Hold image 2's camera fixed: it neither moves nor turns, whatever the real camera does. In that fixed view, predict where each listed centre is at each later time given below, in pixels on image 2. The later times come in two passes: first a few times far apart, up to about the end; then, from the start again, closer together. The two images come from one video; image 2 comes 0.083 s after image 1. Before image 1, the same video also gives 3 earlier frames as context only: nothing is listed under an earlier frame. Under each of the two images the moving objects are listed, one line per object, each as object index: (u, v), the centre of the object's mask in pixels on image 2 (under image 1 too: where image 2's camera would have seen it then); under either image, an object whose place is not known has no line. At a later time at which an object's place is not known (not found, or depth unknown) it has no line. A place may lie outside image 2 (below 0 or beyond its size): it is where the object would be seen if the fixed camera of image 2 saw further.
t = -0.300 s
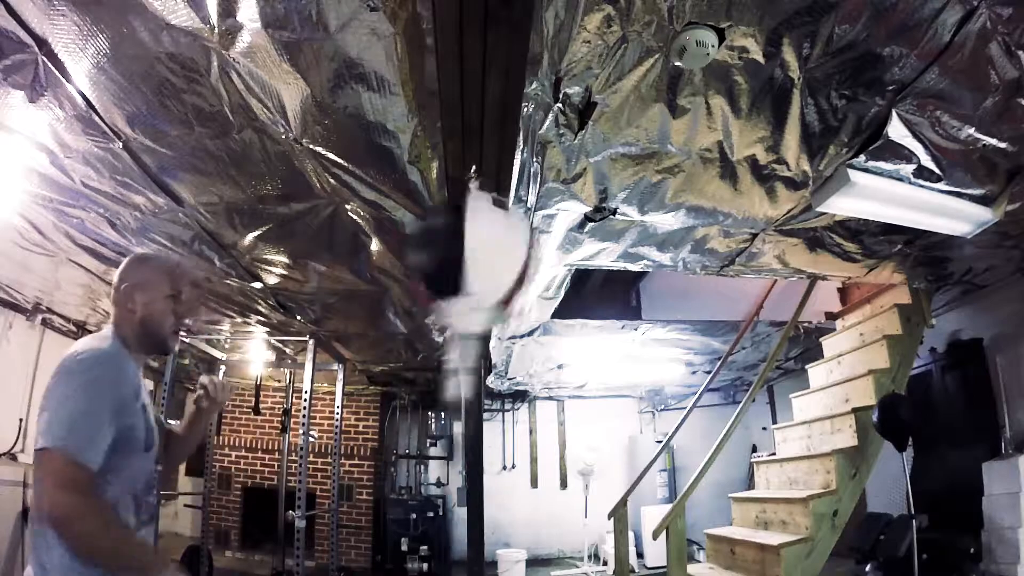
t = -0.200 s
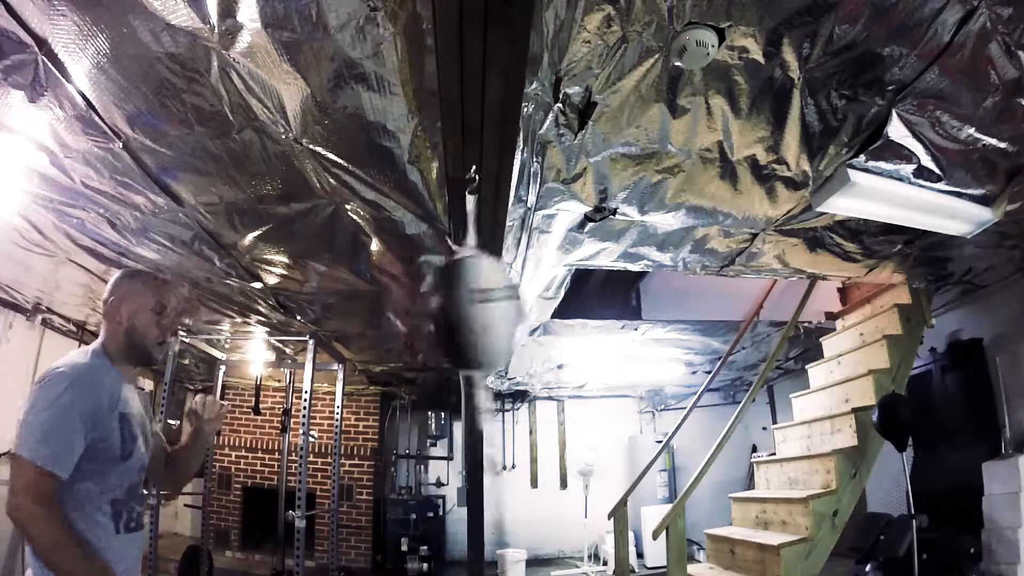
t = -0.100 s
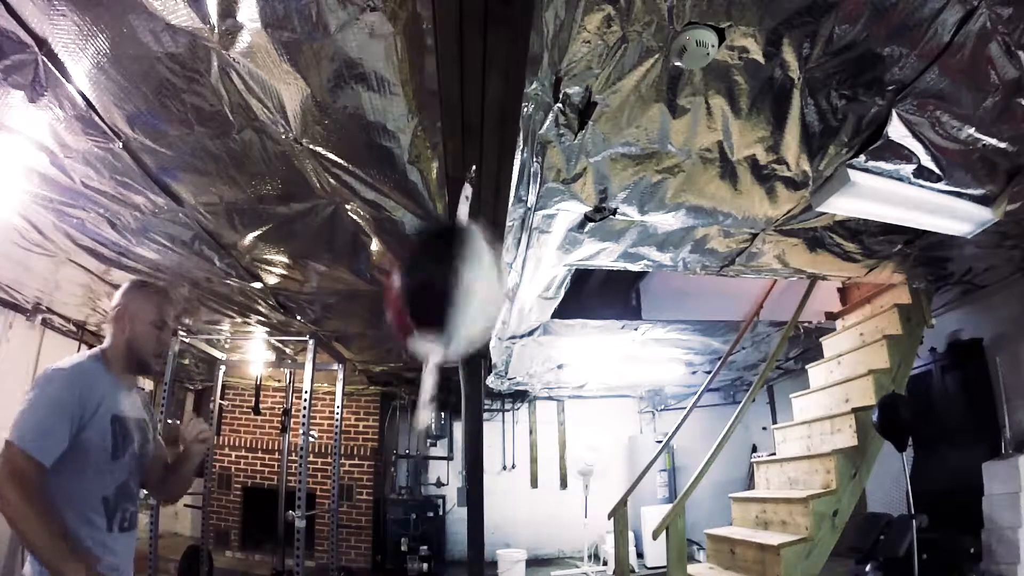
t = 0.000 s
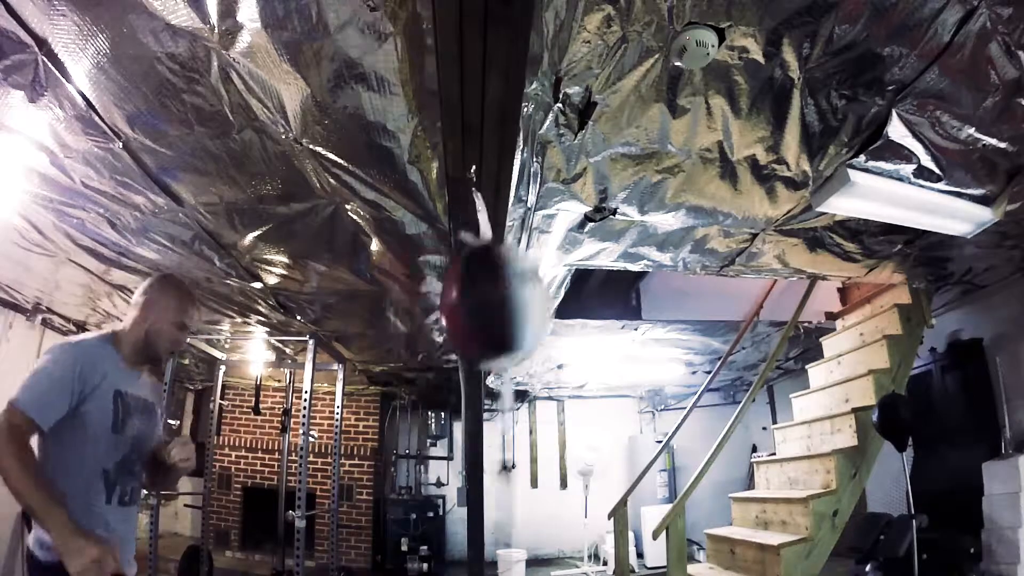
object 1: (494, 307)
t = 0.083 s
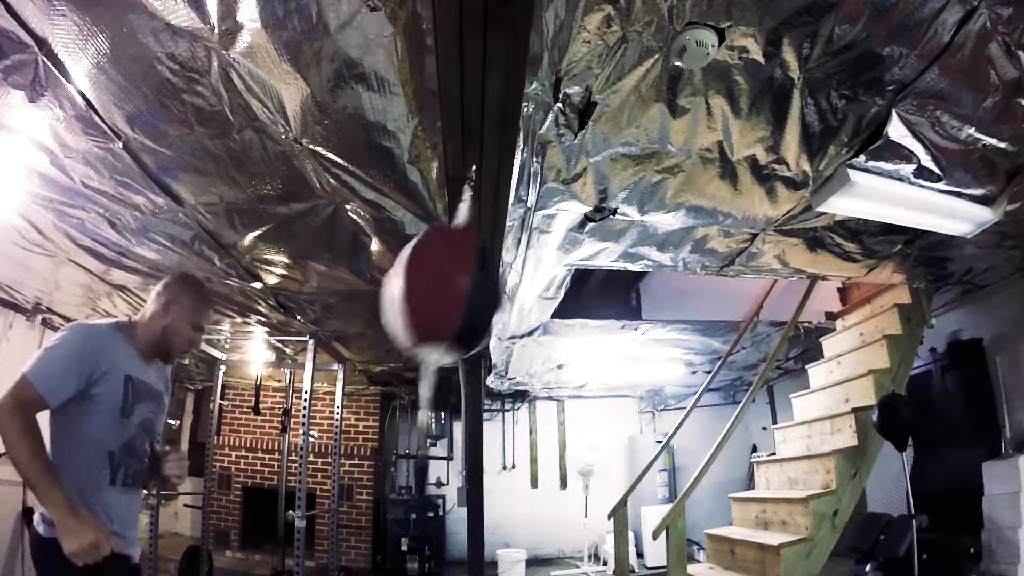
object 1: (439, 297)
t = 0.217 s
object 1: (491, 289)
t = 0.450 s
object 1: (442, 303)
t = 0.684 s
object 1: (461, 309)
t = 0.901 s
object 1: (480, 310)
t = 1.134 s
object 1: (479, 300)
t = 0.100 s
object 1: (435, 304)
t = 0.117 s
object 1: (437, 308)
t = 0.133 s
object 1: (451, 311)
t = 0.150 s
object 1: (469, 310)
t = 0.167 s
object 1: (482, 309)
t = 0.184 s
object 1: (490, 302)
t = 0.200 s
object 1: (495, 293)
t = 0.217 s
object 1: (491, 289)
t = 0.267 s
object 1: (439, 301)
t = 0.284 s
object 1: (439, 307)
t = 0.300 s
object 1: (445, 311)
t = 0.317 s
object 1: (456, 312)
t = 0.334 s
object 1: (468, 312)
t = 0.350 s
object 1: (490, 308)
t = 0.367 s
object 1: (496, 300)
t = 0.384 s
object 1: (496, 291)
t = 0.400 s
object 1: (480, 287)
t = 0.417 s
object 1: (461, 291)
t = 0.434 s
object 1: (449, 296)
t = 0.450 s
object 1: (442, 303)
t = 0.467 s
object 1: (442, 307)
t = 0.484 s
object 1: (450, 309)
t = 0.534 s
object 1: (491, 309)
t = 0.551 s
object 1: (498, 299)
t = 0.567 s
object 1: (491, 293)
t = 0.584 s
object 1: (476, 291)
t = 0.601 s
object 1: (462, 292)
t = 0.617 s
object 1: (450, 295)
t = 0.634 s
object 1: (443, 300)
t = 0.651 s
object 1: (442, 305)
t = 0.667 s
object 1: (448, 308)
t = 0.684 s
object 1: (461, 309)
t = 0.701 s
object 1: (475, 309)
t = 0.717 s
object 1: (486, 307)
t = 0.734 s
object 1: (490, 304)
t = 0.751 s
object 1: (487, 300)
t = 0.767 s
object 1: (475, 294)
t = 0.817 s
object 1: (445, 300)
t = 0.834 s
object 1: (445, 305)
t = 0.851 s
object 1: (452, 307)
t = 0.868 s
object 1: (459, 310)
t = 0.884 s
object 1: (472, 311)
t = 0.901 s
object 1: (480, 310)
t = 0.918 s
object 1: (488, 306)
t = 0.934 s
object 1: (487, 303)
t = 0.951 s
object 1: (475, 297)
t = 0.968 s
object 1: (466, 297)
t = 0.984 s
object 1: (457, 297)
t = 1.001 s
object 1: (452, 299)
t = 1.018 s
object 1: (448, 304)
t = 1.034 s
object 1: (449, 308)
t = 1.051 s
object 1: (455, 310)
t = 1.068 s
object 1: (467, 312)
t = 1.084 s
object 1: (478, 311)
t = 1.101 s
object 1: (485, 309)
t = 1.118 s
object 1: (485, 305)
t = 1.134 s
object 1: (479, 300)
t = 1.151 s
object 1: (471, 297)
